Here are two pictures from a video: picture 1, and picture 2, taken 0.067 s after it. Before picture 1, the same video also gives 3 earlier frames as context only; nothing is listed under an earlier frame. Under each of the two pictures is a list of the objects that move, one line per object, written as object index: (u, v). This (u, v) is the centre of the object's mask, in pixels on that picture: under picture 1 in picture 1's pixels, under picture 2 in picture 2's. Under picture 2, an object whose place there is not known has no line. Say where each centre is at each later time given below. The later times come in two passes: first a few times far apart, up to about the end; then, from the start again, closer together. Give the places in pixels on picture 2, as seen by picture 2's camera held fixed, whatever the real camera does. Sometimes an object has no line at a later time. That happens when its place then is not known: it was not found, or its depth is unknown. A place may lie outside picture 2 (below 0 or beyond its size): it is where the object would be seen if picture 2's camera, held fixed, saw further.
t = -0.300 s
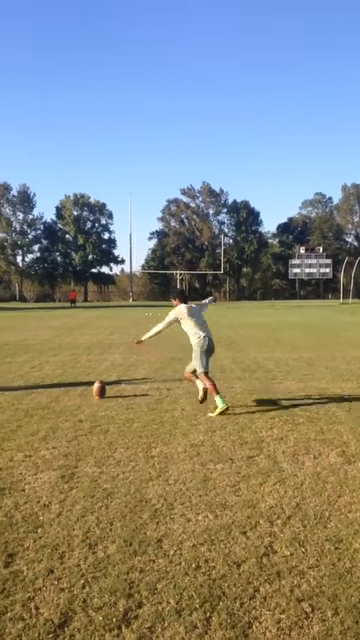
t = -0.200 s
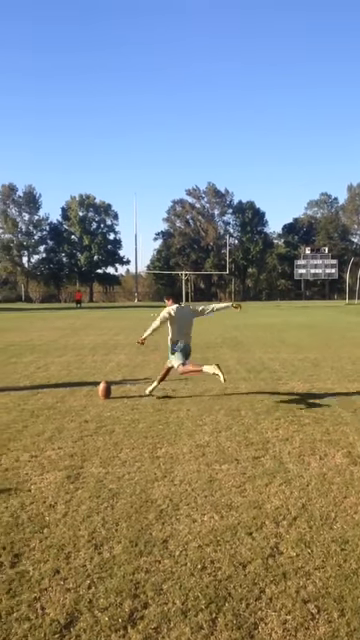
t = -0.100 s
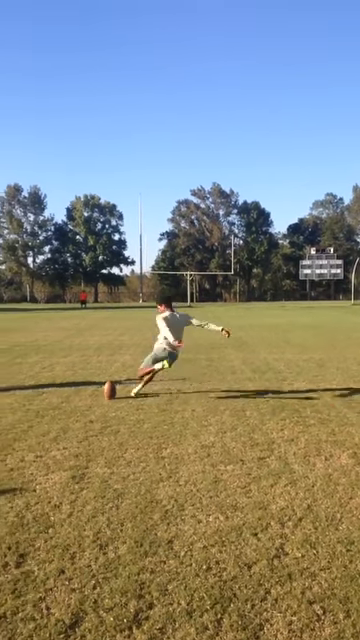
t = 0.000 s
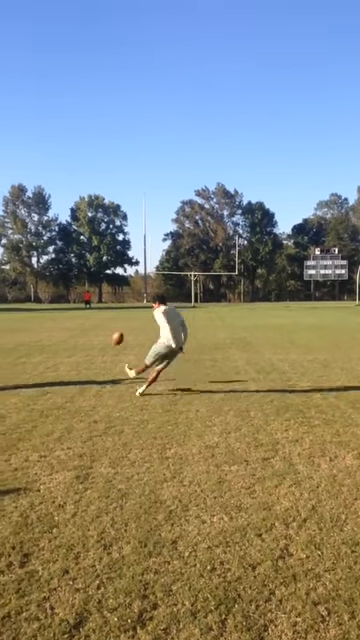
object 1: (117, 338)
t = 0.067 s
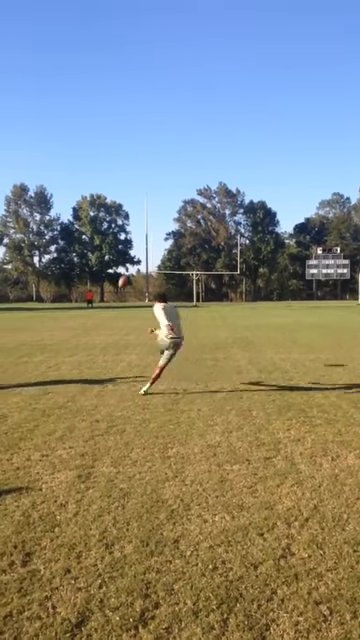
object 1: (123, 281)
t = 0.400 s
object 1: (144, 148)
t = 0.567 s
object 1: (153, 122)
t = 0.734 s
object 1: (162, 106)
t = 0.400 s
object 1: (144, 148)
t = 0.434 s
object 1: (146, 142)
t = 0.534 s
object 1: (152, 126)
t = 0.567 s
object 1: (153, 122)
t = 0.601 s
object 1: (155, 118)
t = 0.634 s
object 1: (157, 114)
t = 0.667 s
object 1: (159, 111)
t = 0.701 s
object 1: (160, 109)
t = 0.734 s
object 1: (162, 106)
